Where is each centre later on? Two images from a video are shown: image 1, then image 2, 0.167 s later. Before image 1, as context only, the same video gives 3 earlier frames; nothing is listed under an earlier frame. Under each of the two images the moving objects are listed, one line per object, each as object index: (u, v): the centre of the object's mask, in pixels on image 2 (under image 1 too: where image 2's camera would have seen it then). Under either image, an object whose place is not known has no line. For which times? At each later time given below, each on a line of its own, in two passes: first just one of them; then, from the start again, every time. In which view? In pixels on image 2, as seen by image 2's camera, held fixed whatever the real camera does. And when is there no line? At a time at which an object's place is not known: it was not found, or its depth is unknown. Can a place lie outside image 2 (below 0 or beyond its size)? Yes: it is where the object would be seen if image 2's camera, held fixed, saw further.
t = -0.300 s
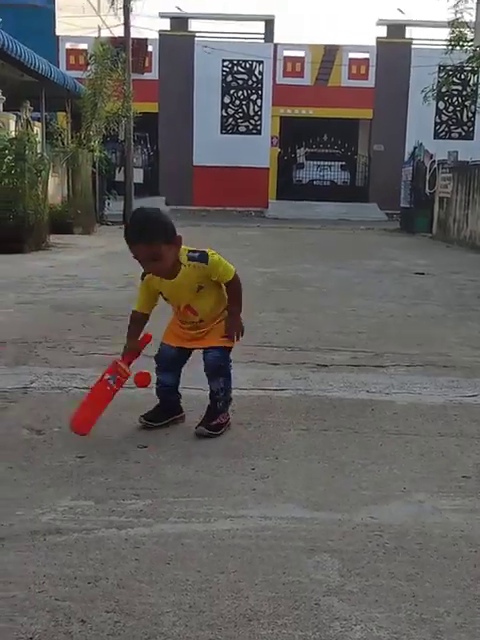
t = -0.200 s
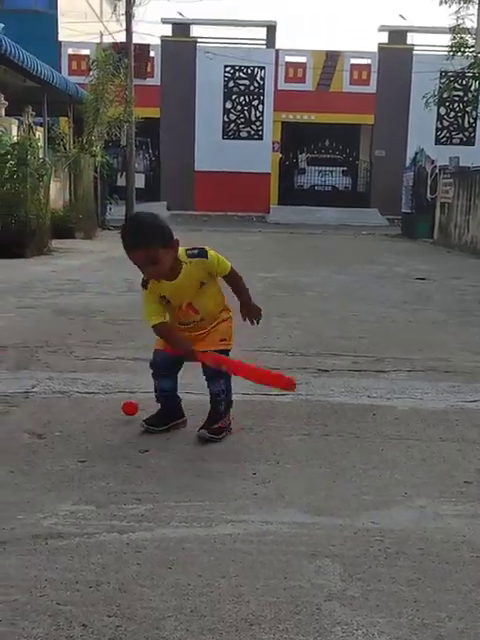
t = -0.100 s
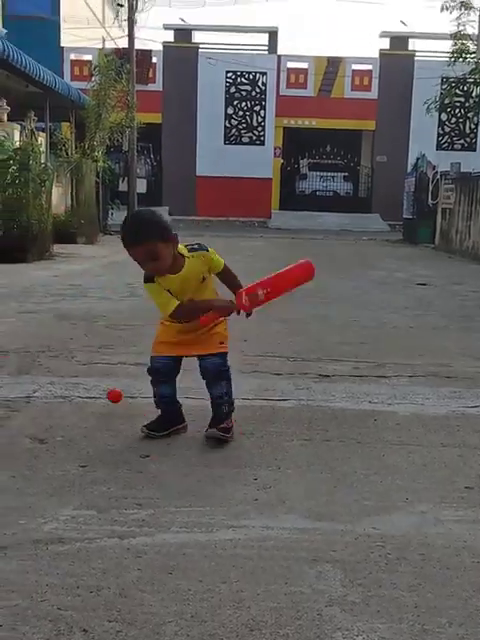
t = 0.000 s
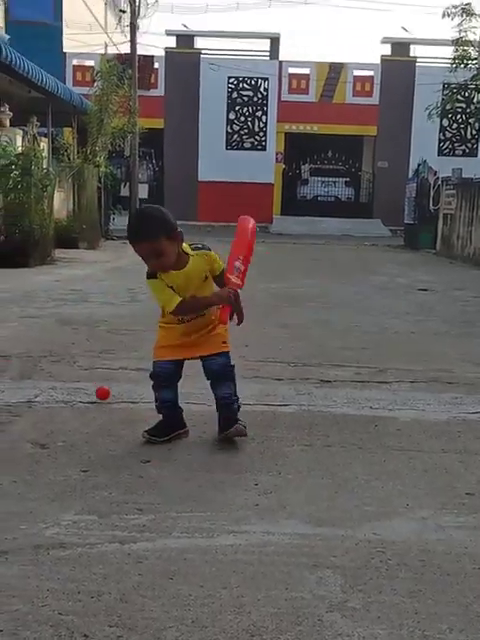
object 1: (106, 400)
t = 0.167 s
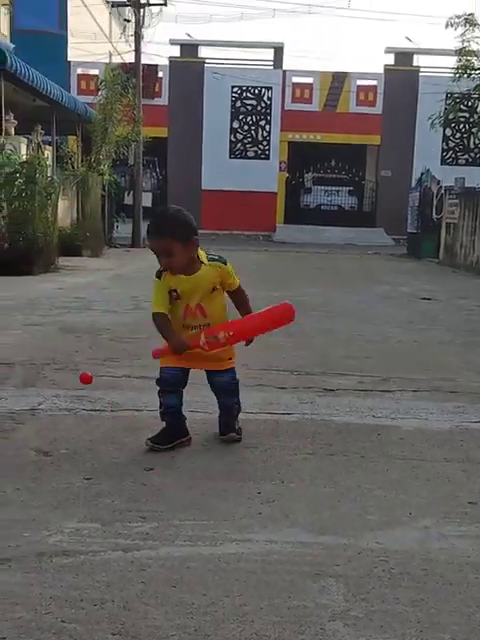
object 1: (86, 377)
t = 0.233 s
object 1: (78, 374)
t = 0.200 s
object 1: (82, 375)
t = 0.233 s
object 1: (78, 374)
